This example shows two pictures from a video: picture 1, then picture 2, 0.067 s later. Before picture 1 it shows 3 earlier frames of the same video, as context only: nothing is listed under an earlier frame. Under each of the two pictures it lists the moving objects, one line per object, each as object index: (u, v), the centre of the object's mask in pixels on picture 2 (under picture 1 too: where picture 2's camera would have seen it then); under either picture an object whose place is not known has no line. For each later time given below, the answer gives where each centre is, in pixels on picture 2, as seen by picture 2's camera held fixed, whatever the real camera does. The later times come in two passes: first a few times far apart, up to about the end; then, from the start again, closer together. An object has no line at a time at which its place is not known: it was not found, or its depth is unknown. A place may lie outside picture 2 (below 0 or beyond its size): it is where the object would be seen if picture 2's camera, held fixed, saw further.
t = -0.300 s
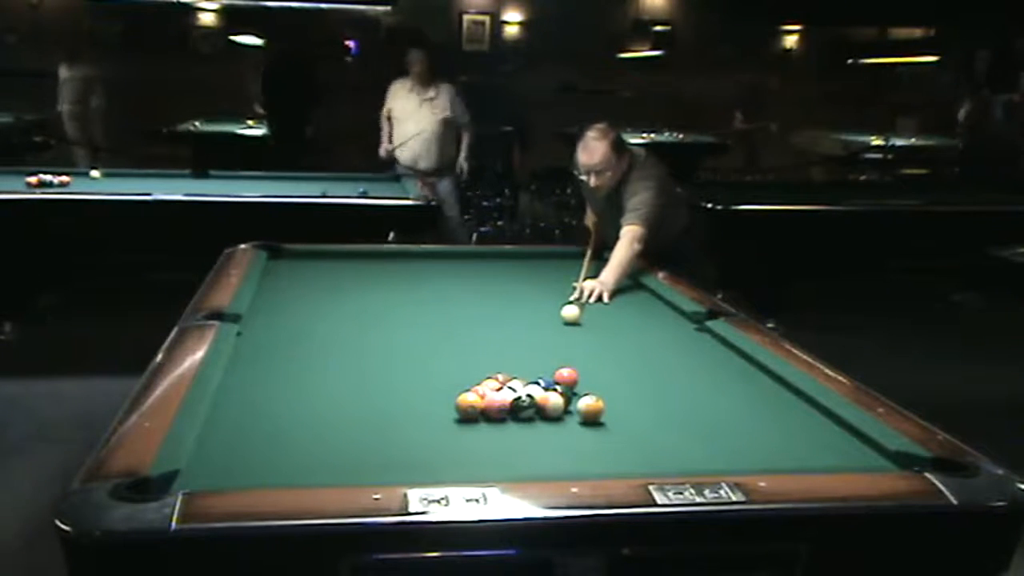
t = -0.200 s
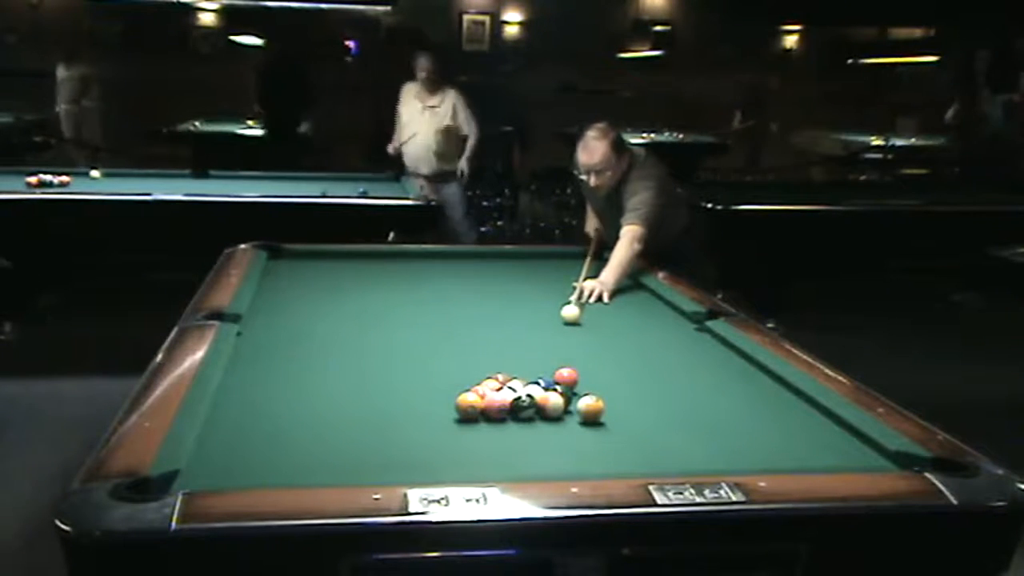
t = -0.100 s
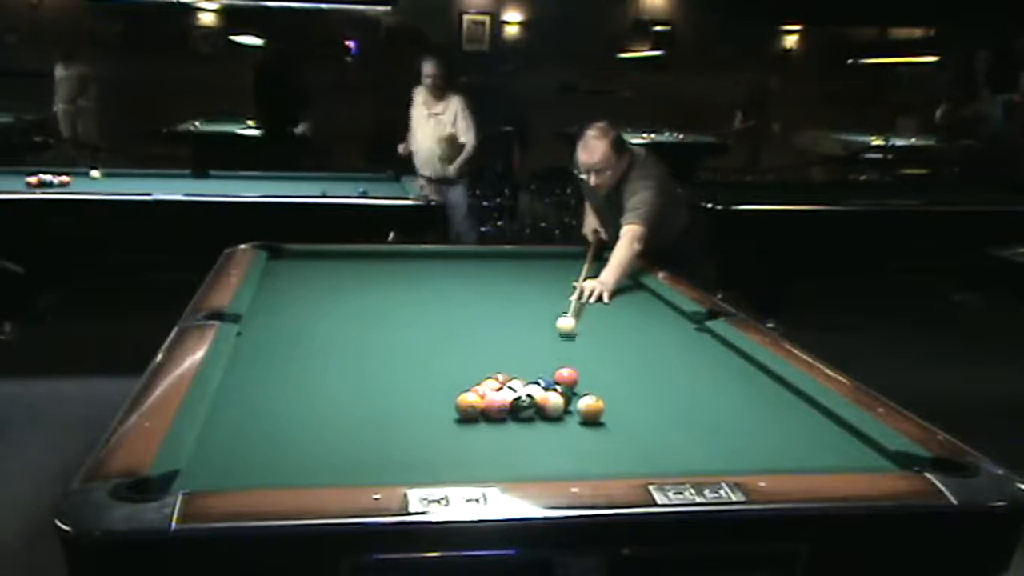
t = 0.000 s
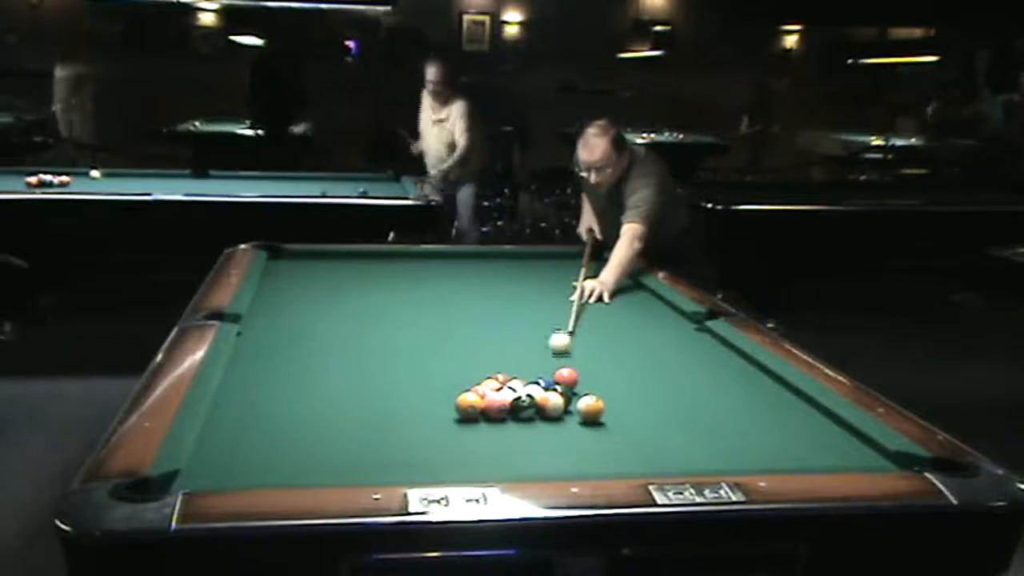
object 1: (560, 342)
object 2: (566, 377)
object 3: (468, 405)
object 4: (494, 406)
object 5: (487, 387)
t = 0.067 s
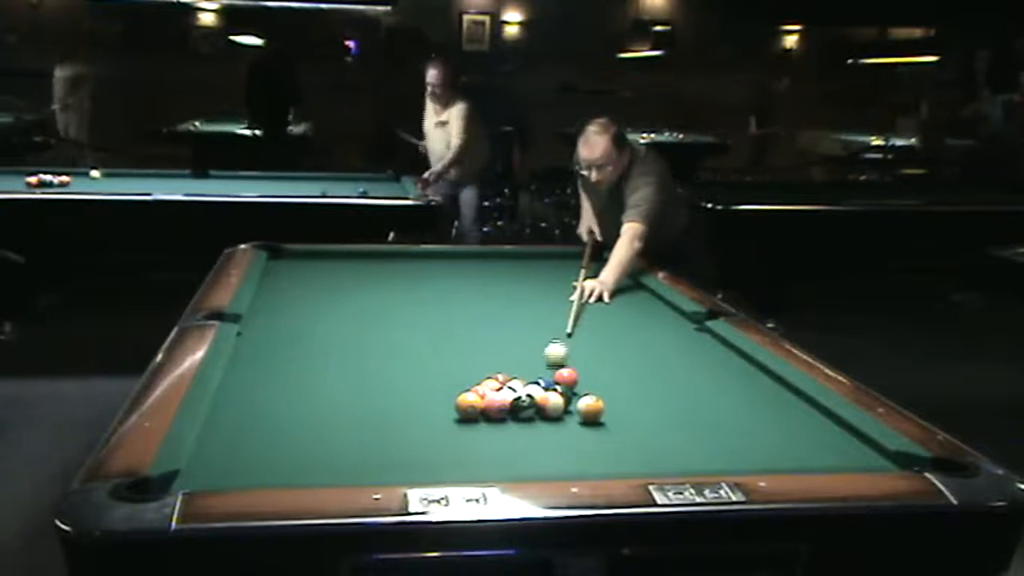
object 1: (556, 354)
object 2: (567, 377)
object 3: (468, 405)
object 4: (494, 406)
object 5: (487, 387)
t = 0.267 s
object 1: (522, 375)
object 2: (595, 385)
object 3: (464, 408)
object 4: (494, 406)
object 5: (484, 388)
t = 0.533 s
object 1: (524, 379)
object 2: (667, 409)
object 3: (416, 436)
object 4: (499, 412)
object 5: (461, 399)
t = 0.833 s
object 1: (520, 380)
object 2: (754, 436)
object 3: (359, 466)
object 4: (502, 418)
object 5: (447, 399)
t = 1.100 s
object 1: (519, 381)
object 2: (839, 457)
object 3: (316, 465)
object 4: (504, 423)
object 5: (435, 399)
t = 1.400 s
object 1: (519, 380)
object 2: (862, 449)
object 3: (277, 452)
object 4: (506, 427)
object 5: (427, 399)
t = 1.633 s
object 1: (519, 380)
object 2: (847, 440)
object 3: (251, 443)
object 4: (506, 431)
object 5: (422, 399)
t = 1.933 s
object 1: (519, 380)
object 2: (815, 430)
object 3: (220, 431)
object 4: (506, 434)
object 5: (419, 398)
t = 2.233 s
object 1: (519, 380)
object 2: (789, 422)
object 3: (230, 423)
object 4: (508, 435)
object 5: (419, 398)
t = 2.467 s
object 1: (519, 380)
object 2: (772, 417)
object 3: (243, 417)
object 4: (509, 436)
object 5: (419, 399)
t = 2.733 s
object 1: (519, 380)
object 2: (756, 412)
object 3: (255, 412)
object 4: (509, 436)
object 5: (419, 399)
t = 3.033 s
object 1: (519, 380)
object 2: (741, 407)
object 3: (266, 407)
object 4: (509, 436)
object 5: (419, 399)
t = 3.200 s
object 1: (519, 380)
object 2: (735, 405)
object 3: (269, 405)
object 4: (509, 436)
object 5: (419, 399)
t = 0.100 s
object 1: (553, 357)
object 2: (567, 377)
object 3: (468, 405)
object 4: (494, 406)
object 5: (487, 387)
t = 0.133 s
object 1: (550, 364)
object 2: (567, 377)
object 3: (469, 405)
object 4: (494, 406)
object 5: (487, 387)
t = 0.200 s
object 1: (538, 371)
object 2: (573, 379)
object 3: (469, 405)
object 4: (494, 406)
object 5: (487, 387)
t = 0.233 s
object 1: (525, 375)
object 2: (585, 383)
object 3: (469, 405)
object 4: (494, 406)
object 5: (487, 387)
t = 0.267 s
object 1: (522, 375)
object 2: (595, 385)
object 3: (464, 408)
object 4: (494, 406)
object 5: (484, 388)
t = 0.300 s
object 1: (523, 377)
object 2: (606, 388)
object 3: (458, 412)
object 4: (495, 407)
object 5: (481, 391)
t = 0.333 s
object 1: (524, 377)
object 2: (614, 394)
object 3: (451, 415)
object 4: (496, 408)
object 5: (476, 396)
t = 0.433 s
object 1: (525, 378)
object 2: (640, 402)
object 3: (433, 426)
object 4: (499, 410)
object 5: (468, 398)
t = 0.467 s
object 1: (525, 378)
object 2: (648, 404)
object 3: (428, 429)
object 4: (498, 411)
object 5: (464, 398)
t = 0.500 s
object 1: (525, 378)
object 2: (657, 407)
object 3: (422, 433)
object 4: (499, 411)
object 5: (462, 398)
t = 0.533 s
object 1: (524, 379)
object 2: (667, 409)
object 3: (416, 436)
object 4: (499, 412)
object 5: (461, 399)
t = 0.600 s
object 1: (523, 379)
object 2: (685, 414)
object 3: (404, 443)
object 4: (500, 414)
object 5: (458, 399)
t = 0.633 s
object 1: (523, 379)
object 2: (695, 418)
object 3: (398, 447)
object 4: (500, 414)
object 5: (457, 399)
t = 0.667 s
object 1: (523, 379)
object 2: (704, 421)
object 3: (392, 450)
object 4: (500, 415)
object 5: (454, 399)
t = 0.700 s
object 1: (523, 379)
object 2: (714, 425)
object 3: (385, 454)
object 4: (501, 416)
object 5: (453, 399)
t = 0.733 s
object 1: (522, 380)
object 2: (724, 428)
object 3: (379, 458)
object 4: (501, 417)
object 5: (451, 399)
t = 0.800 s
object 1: (521, 381)
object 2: (744, 434)
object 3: (365, 463)
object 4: (501, 418)
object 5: (448, 399)
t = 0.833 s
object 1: (520, 380)
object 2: (754, 436)
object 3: (359, 466)
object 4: (502, 418)
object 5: (447, 399)
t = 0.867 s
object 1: (519, 381)
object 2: (765, 439)
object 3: (352, 469)
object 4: (502, 419)
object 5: (445, 399)
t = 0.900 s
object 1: (519, 381)
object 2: (776, 442)
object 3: (345, 471)
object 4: (502, 419)
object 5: (443, 399)
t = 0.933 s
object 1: (519, 381)
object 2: (786, 446)
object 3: (340, 469)
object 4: (503, 420)
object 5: (442, 399)
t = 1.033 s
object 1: (519, 382)
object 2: (818, 452)
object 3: (325, 467)
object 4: (504, 422)
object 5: (438, 399)
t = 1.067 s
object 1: (519, 381)
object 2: (829, 455)
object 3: (321, 466)
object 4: (504, 422)
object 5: (436, 399)
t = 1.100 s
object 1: (519, 381)
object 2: (839, 457)
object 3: (316, 465)
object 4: (504, 423)
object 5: (435, 399)
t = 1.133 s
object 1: (519, 380)
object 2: (846, 458)
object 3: (311, 464)
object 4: (505, 424)
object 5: (434, 399)
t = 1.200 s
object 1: (519, 380)
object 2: (849, 454)
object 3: (302, 462)
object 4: (505, 424)
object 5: (432, 399)
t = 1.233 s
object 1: (519, 380)
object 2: (850, 453)
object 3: (298, 461)
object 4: (505, 425)
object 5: (431, 399)
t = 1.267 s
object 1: (519, 380)
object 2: (852, 453)
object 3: (294, 460)
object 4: (506, 425)
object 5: (430, 399)
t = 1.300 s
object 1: (519, 380)
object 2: (855, 452)
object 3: (289, 457)
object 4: (506, 426)
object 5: (429, 399)
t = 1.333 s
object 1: (519, 380)
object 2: (858, 451)
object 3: (285, 455)
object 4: (506, 426)
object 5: (429, 399)
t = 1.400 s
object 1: (519, 380)
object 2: (862, 449)
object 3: (277, 452)
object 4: (506, 427)
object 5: (427, 399)
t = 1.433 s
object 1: (519, 380)
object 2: (864, 448)
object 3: (273, 451)
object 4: (506, 428)
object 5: (426, 399)
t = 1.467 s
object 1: (519, 380)
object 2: (866, 448)
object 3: (269, 449)
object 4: (506, 428)
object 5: (425, 399)
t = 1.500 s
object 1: (519, 380)
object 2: (864, 447)
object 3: (265, 448)
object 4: (506, 429)
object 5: (424, 399)
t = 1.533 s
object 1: (519, 380)
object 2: (860, 446)
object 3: (262, 447)
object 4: (506, 429)
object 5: (424, 399)
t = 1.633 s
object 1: (519, 380)
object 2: (847, 440)
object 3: (251, 443)
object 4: (506, 431)
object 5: (422, 399)
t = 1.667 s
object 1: (519, 380)
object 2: (843, 438)
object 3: (247, 442)
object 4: (506, 431)
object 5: (421, 399)
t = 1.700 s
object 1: (519, 380)
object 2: (839, 437)
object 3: (244, 440)
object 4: (506, 431)
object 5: (421, 398)
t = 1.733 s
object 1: (519, 380)
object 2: (836, 436)
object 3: (240, 438)
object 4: (506, 432)
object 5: (420, 398)
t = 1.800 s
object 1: (519, 380)
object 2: (829, 434)
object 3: (233, 436)
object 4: (506, 433)
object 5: (420, 398)
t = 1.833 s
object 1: (519, 380)
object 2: (825, 433)
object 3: (230, 435)
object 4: (506, 433)
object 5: (420, 398)
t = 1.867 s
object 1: (519, 380)
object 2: (822, 432)
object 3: (227, 434)
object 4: (506, 433)
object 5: (419, 398)
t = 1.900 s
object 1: (519, 380)
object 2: (819, 431)
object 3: (223, 432)
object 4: (506, 433)
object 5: (419, 398)
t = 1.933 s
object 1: (519, 380)
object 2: (815, 430)
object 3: (220, 431)
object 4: (506, 434)
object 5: (419, 398)
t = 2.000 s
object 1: (519, 380)
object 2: (809, 428)
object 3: (215, 429)
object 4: (507, 434)
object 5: (419, 398)
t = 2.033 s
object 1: (519, 380)
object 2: (806, 427)
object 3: (217, 428)
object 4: (507, 434)
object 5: (419, 398)
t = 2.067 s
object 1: (519, 380)
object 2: (803, 426)
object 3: (219, 427)
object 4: (507, 435)
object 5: (419, 398)
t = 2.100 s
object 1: (519, 380)
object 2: (800, 426)
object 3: (221, 426)
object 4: (507, 435)
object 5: (419, 398)
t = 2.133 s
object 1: (519, 380)
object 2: (797, 425)
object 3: (223, 425)
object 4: (507, 435)
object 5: (419, 398)
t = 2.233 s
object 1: (519, 380)
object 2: (789, 422)
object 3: (230, 423)
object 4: (508, 435)
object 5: (419, 398)
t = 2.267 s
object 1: (519, 380)
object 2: (787, 421)
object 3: (232, 422)
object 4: (508, 436)
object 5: (419, 398)
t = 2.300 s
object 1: (519, 380)
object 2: (784, 421)
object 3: (234, 421)
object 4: (508, 436)
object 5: (419, 398)
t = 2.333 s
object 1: (519, 380)
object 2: (782, 420)
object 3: (236, 420)
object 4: (508, 436)
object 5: (419, 399)
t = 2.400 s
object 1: (519, 380)
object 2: (777, 418)
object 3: (240, 418)
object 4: (509, 436)
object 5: (419, 399)
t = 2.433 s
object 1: (519, 380)
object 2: (775, 418)
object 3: (241, 418)
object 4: (509, 436)
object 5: (419, 399)
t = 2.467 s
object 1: (519, 380)
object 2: (772, 417)
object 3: (243, 417)
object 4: (509, 436)
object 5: (419, 399)
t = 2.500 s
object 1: (519, 380)
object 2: (770, 416)
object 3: (244, 416)
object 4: (509, 436)
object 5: (419, 399)
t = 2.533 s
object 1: (519, 380)
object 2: (768, 415)
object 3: (246, 415)
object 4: (509, 436)
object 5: (419, 399)
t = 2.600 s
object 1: (519, 380)
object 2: (764, 414)
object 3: (249, 414)
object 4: (509, 436)
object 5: (419, 399)
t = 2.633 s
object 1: (519, 380)
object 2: (762, 413)
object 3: (251, 414)
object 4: (509, 436)
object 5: (419, 399)
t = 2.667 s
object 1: (519, 380)
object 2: (760, 413)
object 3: (252, 413)
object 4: (509, 436)
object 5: (419, 399)
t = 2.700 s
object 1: (519, 380)
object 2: (757, 412)
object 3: (254, 412)
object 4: (509, 436)
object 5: (419, 399)
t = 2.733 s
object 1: (519, 380)
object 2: (756, 412)
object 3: (255, 412)
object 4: (509, 436)
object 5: (419, 399)
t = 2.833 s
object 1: (519, 380)
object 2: (750, 410)
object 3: (259, 410)
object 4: (509, 436)
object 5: (419, 399)
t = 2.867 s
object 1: (519, 380)
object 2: (749, 409)
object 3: (260, 409)
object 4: (509, 436)
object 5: (419, 399)
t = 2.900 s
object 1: (519, 380)
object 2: (747, 409)
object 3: (261, 409)
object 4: (509, 436)
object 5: (419, 399)
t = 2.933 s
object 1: (519, 380)
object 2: (745, 408)
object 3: (262, 408)
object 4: (509, 436)
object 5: (419, 399)
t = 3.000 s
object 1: (519, 380)
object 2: (742, 407)
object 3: (265, 407)
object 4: (509, 436)
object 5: (419, 399)
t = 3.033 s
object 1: (519, 380)
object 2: (741, 407)
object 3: (266, 407)
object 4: (509, 436)
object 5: (419, 399)
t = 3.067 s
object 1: (519, 380)
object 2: (740, 406)
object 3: (266, 406)
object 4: (509, 436)
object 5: (419, 399)
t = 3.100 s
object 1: (519, 380)
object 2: (739, 406)
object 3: (267, 406)
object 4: (509, 436)
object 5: (419, 399)
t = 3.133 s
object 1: (519, 380)
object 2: (737, 406)
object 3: (268, 406)
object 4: (509, 436)
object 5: (419, 399)
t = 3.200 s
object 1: (519, 380)
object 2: (735, 405)
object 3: (269, 405)
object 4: (509, 436)
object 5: (419, 399)
